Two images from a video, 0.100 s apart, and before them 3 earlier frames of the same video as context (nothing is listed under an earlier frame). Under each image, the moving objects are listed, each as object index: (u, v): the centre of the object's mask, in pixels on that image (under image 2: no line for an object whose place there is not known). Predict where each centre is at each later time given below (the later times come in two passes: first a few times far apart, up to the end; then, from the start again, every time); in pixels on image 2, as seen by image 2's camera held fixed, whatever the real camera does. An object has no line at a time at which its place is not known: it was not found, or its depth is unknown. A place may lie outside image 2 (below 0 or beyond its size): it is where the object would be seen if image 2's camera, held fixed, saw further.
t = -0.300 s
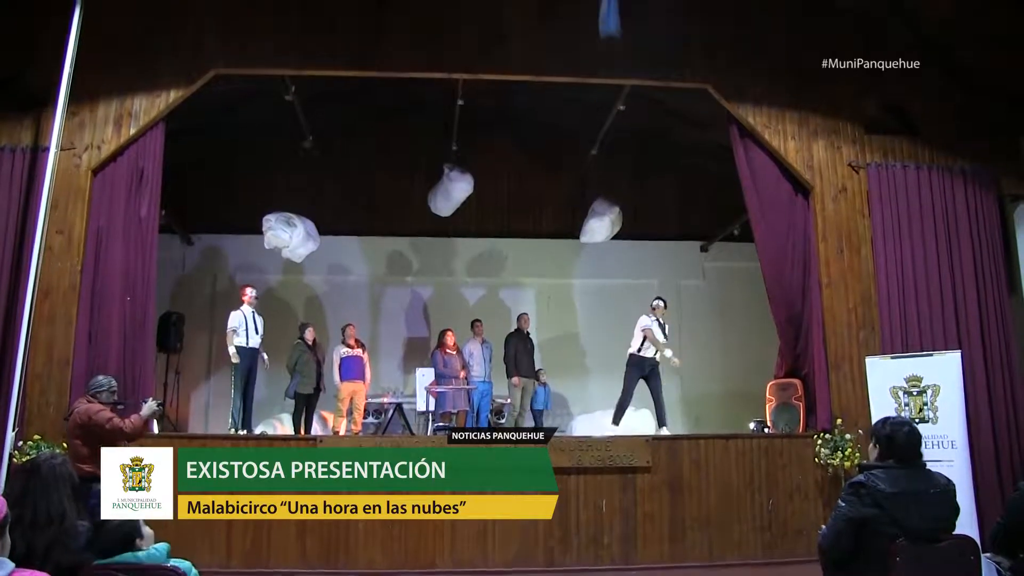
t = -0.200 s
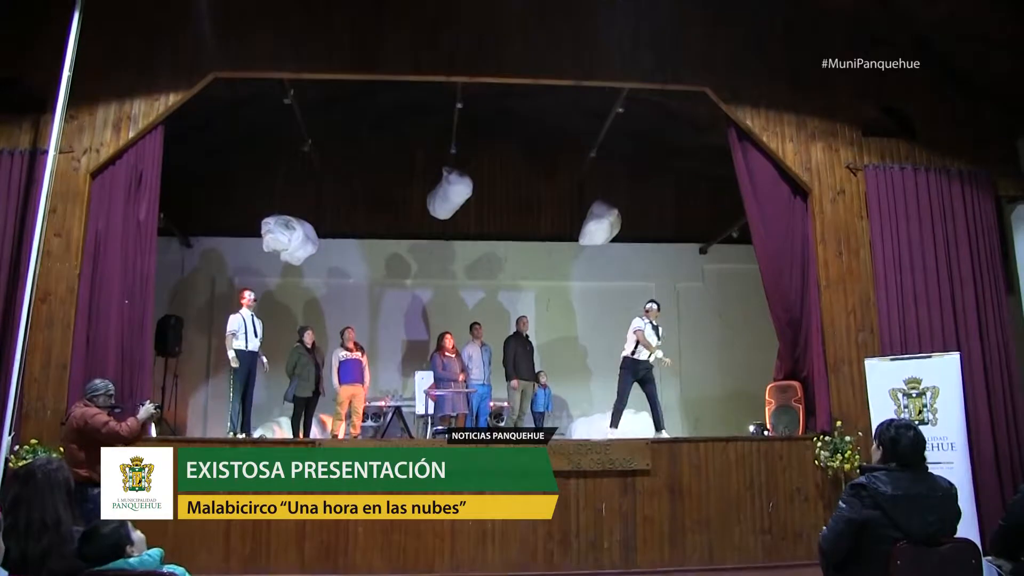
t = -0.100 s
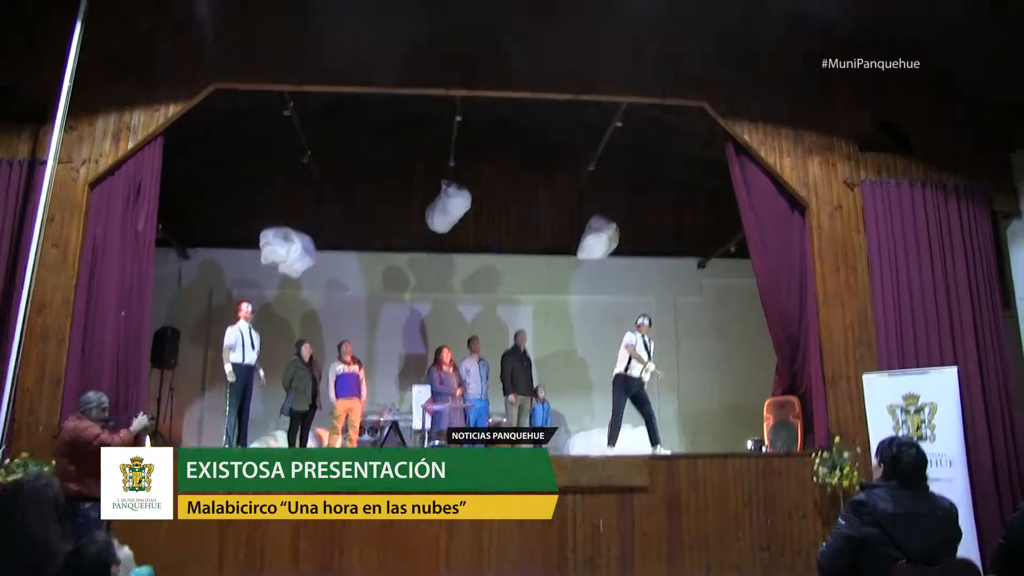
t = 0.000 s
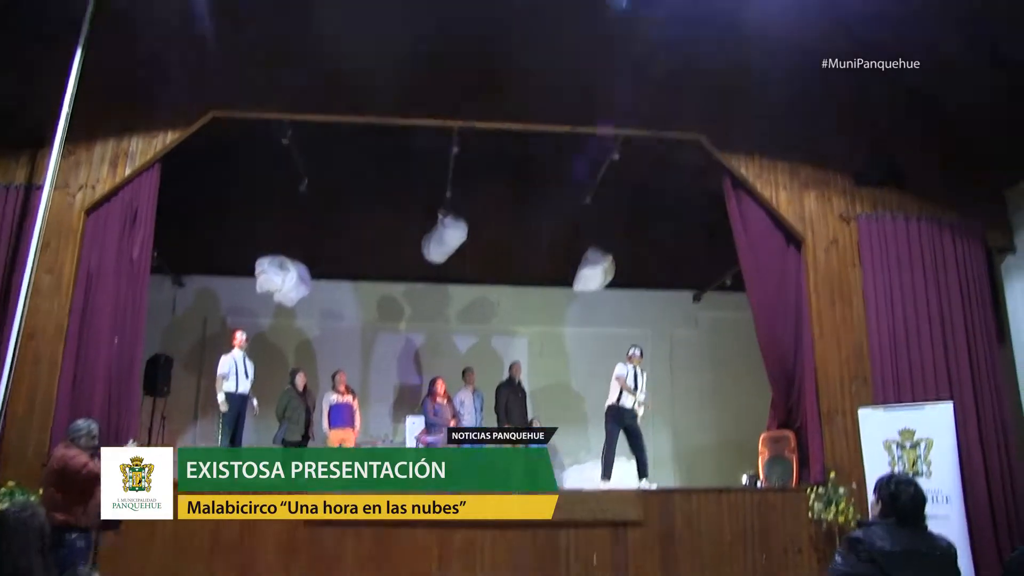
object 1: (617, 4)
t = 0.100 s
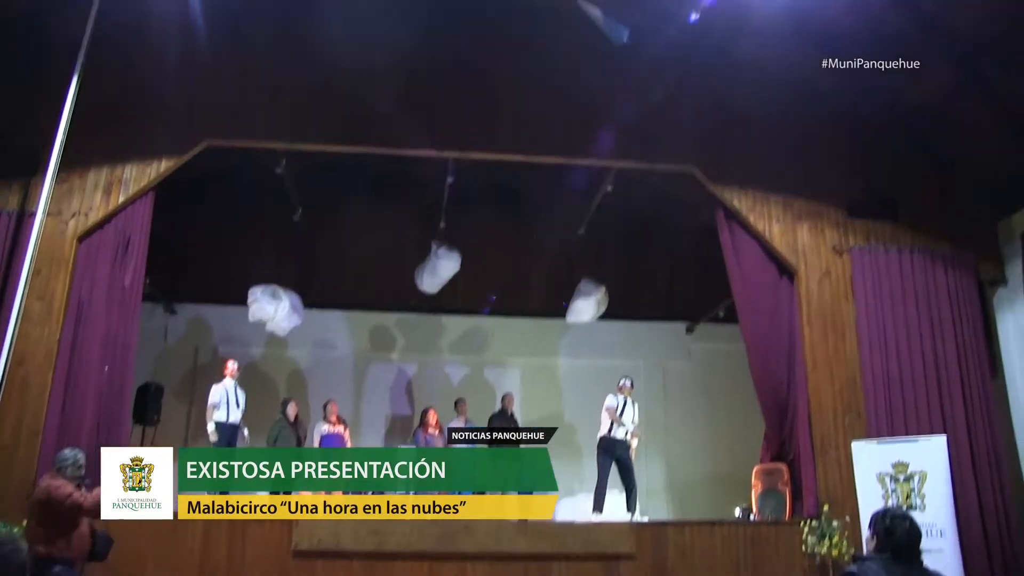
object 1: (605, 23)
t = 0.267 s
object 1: (614, 40)
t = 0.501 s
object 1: (633, 71)
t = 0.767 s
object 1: (625, 117)
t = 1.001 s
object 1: (625, 209)
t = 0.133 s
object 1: (607, 27)
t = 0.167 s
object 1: (608, 29)
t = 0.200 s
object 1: (609, 32)
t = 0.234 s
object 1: (611, 36)
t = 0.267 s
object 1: (614, 40)
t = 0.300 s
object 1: (617, 44)
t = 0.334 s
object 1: (620, 49)
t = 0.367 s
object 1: (623, 54)
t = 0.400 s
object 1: (625, 60)
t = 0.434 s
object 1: (627, 65)
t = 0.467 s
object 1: (629, 68)
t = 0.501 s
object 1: (633, 71)
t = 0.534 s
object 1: (636, 72)
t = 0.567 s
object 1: (636, 75)
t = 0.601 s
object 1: (635, 79)
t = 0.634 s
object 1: (633, 84)
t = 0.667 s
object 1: (631, 90)
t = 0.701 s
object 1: (628, 98)
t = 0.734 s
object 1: (627, 106)
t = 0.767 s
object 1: (625, 117)
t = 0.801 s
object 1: (624, 128)
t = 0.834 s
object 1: (624, 139)
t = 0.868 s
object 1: (624, 152)
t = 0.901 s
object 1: (624, 165)
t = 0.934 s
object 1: (624, 179)
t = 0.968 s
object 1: (624, 194)
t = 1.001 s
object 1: (625, 209)
